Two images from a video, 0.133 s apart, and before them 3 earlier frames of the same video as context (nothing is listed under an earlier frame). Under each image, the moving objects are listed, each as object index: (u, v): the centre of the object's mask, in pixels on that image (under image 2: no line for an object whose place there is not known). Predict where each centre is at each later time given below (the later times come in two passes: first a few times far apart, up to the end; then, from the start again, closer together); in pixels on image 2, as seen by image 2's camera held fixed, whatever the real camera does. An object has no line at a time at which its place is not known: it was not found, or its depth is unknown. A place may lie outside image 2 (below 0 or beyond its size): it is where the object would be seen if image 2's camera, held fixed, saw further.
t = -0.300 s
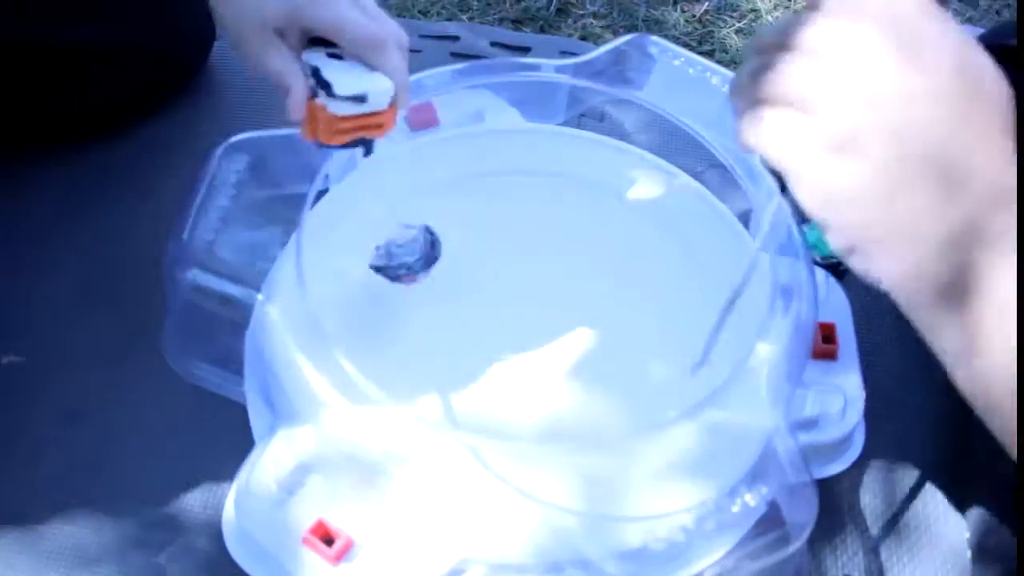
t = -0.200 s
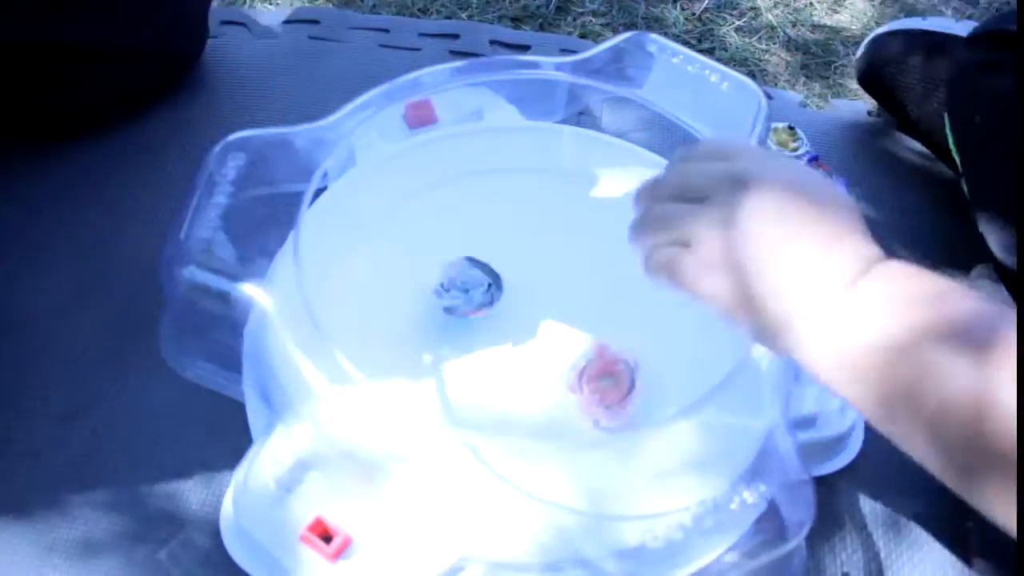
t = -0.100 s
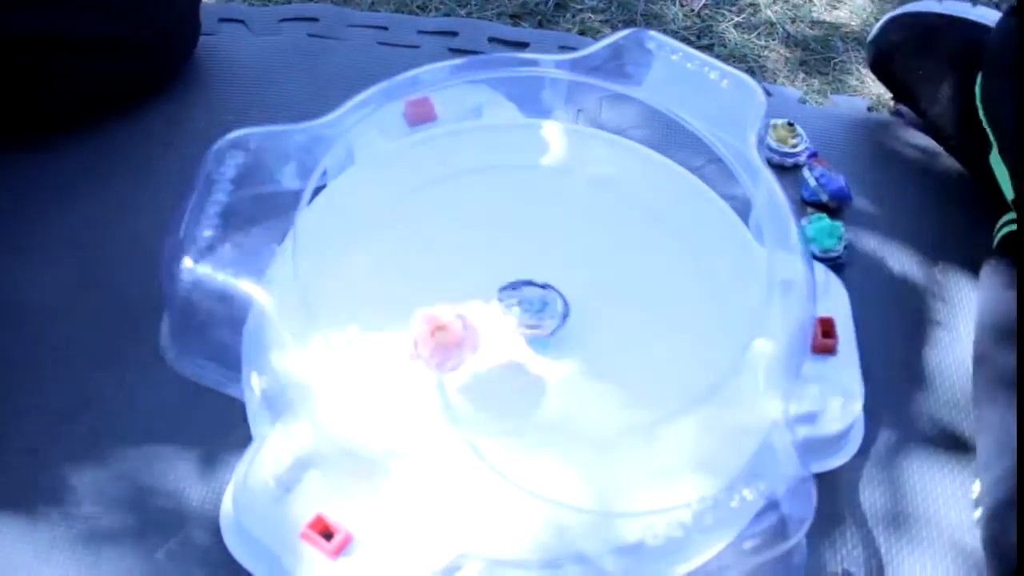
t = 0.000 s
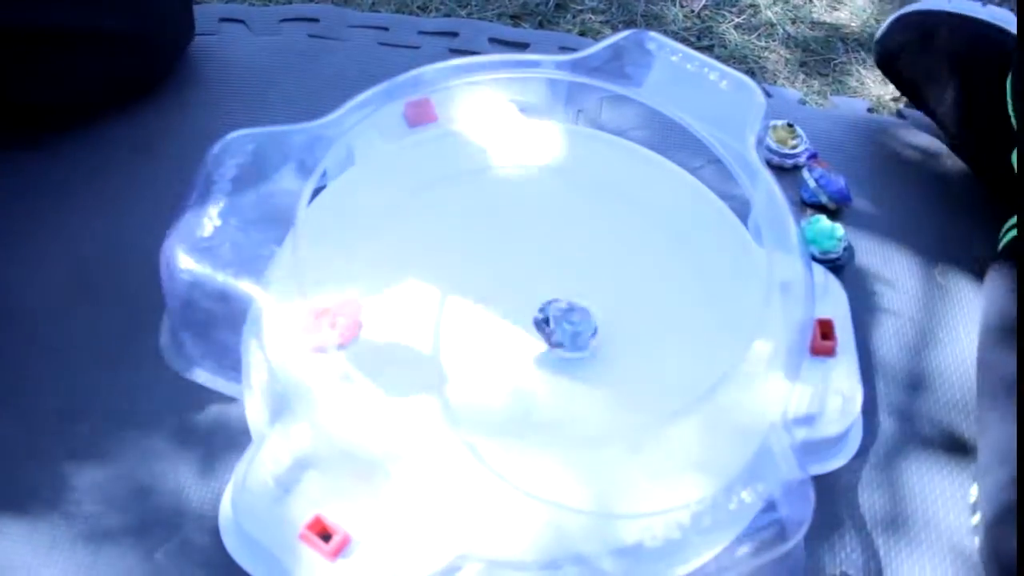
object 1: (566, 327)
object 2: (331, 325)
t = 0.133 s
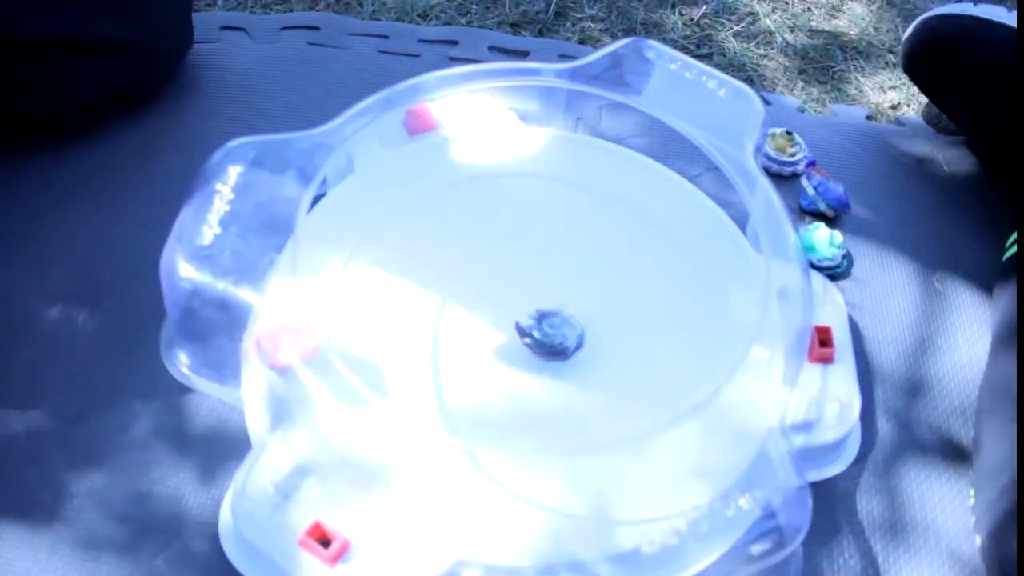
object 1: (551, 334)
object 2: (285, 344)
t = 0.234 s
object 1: (514, 314)
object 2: (323, 382)
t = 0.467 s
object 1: (430, 326)
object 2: (502, 498)
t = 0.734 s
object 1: (481, 374)
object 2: (619, 263)
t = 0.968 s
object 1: (505, 308)
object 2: (384, 210)
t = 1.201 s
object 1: (448, 280)
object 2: (453, 426)
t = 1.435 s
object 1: (456, 321)
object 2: (657, 283)
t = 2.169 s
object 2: (703, 359)
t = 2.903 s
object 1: (561, 313)
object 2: (604, 467)
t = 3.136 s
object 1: (558, 321)
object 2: (678, 282)
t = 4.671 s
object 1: (505, 345)
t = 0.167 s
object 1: (534, 325)
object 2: (290, 350)
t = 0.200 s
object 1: (521, 318)
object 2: (305, 364)
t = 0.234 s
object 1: (514, 314)
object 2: (323, 382)
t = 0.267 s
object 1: (503, 309)
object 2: (333, 400)
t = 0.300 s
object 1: (492, 307)
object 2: (345, 422)
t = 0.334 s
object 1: (477, 310)
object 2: (358, 451)
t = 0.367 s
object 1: (459, 313)
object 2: (384, 467)
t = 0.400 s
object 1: (443, 316)
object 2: (417, 486)
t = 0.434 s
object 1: (436, 319)
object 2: (463, 500)
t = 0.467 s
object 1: (430, 326)
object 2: (502, 498)
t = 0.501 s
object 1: (428, 335)
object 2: (544, 486)
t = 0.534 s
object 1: (430, 347)
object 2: (583, 470)
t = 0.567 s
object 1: (433, 359)
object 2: (616, 440)
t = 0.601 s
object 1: (435, 370)
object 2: (637, 405)
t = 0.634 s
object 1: (441, 375)
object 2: (648, 371)
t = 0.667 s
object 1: (450, 376)
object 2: (650, 333)
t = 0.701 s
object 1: (462, 377)
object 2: (639, 297)
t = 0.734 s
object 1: (481, 374)
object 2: (619, 263)
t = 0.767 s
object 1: (492, 369)
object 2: (593, 233)
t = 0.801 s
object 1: (502, 361)
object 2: (563, 208)
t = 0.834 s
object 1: (508, 350)
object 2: (527, 188)
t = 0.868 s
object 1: (511, 339)
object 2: (488, 174)
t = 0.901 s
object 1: (511, 331)
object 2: (447, 168)
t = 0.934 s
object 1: (509, 319)
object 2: (417, 189)
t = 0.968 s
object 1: (505, 308)
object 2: (384, 210)
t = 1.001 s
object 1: (500, 299)
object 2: (364, 241)
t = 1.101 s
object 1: (473, 281)
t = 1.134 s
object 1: (463, 278)
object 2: (381, 386)
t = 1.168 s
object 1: (455, 278)
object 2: (413, 414)
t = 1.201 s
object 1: (448, 280)
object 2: (453, 426)
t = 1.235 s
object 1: (443, 284)
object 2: (501, 430)
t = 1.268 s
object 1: (439, 290)
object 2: (548, 420)
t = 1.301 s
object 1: (438, 296)
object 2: (586, 406)
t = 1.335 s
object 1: (438, 303)
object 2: (619, 381)
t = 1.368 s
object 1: (443, 310)
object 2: (642, 350)
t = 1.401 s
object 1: (450, 316)
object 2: (654, 317)
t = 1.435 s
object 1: (456, 321)
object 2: (657, 283)
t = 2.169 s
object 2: (703, 359)
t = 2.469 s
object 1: (543, 291)
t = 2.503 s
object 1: (540, 293)
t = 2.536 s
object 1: (541, 297)
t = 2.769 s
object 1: (546, 303)
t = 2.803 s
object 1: (553, 307)
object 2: (474, 459)
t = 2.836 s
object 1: (557, 303)
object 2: (516, 481)
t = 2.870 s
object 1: (555, 304)
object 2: (560, 475)
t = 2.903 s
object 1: (561, 313)
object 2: (604, 467)
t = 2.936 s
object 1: (560, 310)
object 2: (643, 451)
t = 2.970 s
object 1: (558, 309)
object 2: (671, 427)
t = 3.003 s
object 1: (550, 312)
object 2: (693, 399)
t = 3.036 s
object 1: (557, 317)
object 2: (700, 367)
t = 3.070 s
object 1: (559, 313)
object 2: (702, 338)
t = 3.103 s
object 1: (553, 317)
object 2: (694, 311)
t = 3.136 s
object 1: (558, 321)
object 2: (678, 282)
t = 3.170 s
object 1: (561, 317)
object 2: (652, 259)
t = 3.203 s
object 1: (555, 321)
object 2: (623, 240)
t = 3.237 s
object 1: (559, 326)
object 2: (586, 228)
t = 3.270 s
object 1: (560, 322)
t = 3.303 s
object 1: (555, 326)
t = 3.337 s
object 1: (560, 327)
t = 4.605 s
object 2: (517, 433)
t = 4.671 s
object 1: (505, 345)
